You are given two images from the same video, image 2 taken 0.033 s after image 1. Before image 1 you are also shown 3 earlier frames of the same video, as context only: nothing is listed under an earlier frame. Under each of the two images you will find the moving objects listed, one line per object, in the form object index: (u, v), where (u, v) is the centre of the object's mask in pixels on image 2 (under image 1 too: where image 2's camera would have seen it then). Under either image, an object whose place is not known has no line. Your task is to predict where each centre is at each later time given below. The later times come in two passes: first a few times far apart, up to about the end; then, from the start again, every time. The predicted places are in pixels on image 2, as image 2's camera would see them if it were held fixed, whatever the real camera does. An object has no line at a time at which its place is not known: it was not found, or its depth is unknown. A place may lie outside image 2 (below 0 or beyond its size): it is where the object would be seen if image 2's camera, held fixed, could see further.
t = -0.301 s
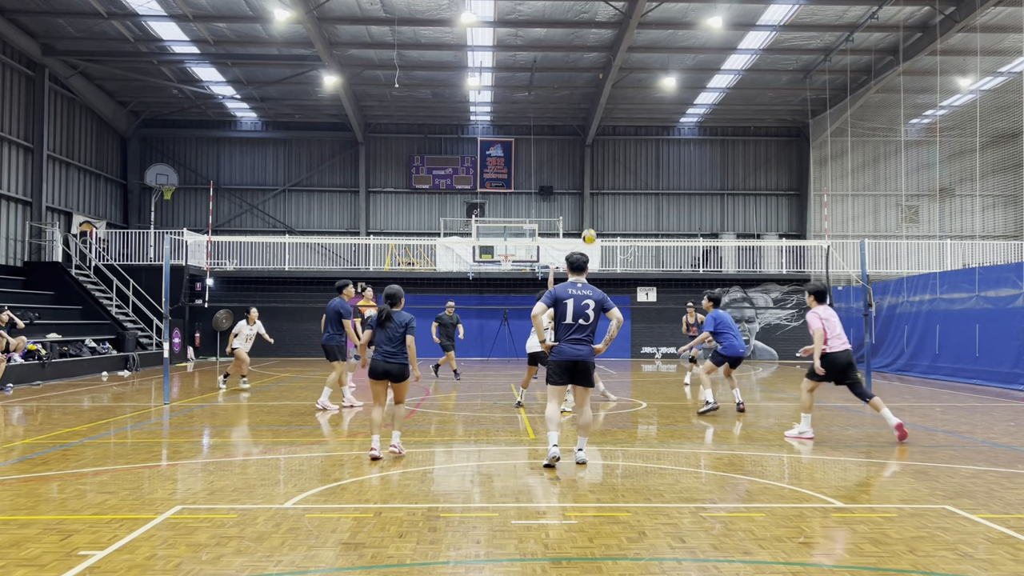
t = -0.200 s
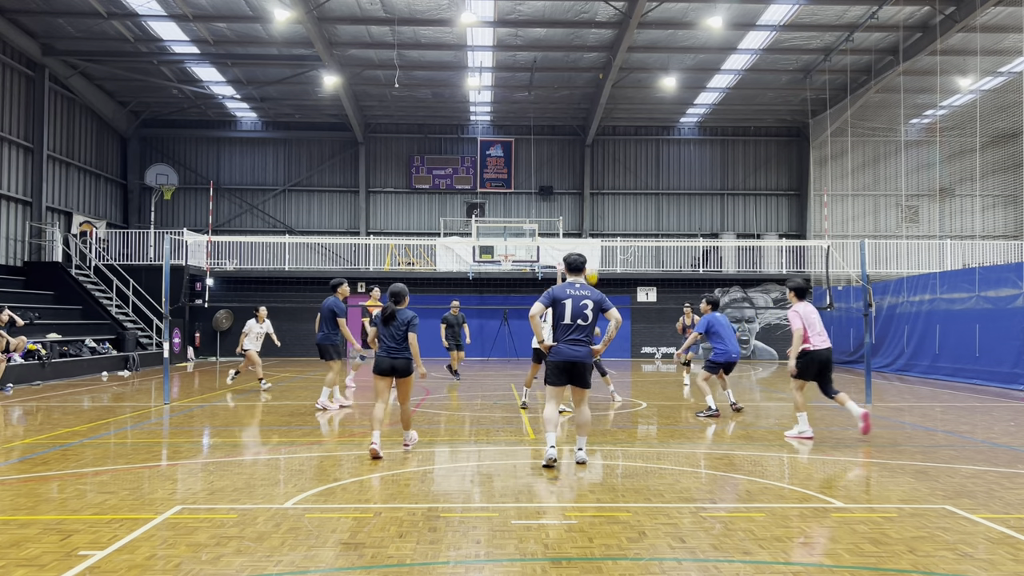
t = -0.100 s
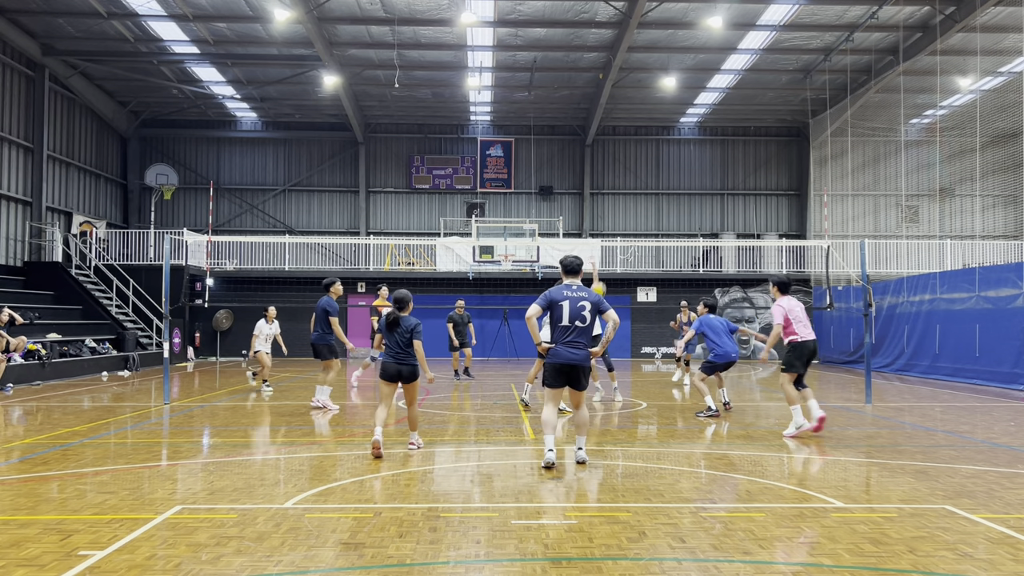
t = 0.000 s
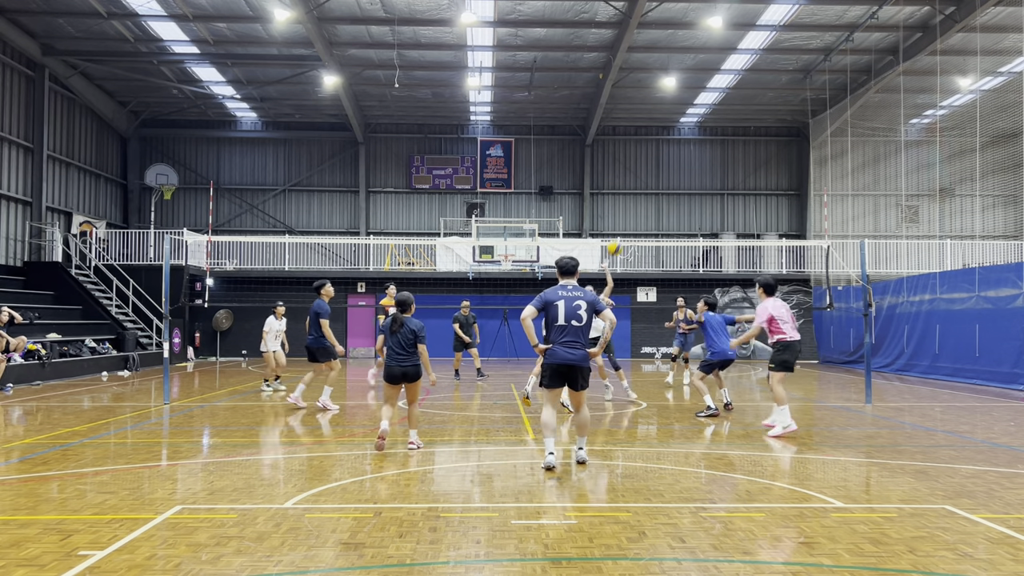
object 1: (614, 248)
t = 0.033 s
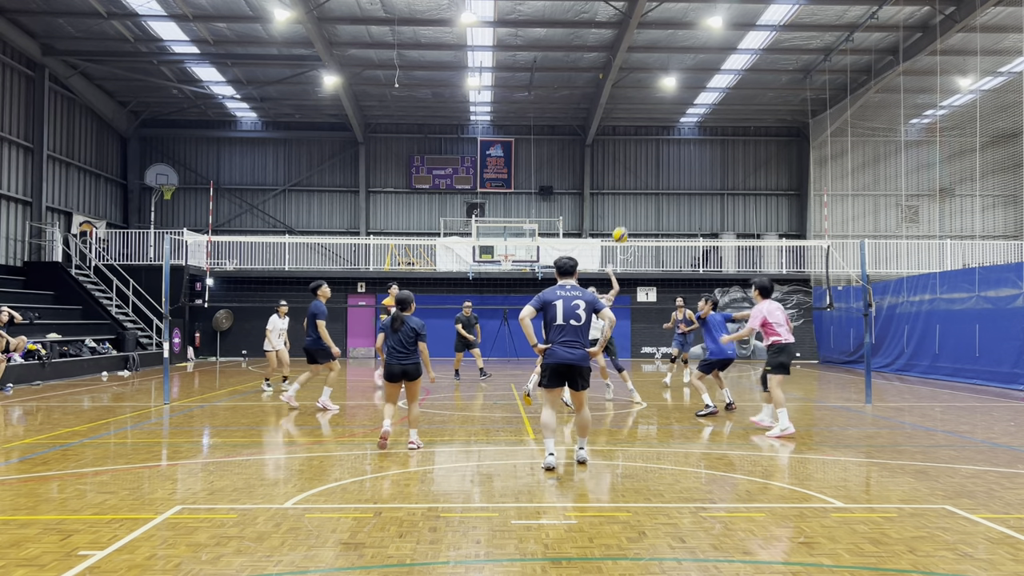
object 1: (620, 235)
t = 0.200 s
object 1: (648, 185)
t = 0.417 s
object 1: (683, 151)
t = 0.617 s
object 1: (718, 152)
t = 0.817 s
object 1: (751, 183)
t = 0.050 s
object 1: (623, 229)
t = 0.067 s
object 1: (625, 223)
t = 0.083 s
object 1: (628, 218)
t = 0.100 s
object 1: (631, 213)
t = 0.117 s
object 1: (634, 208)
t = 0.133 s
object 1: (636, 203)
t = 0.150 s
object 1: (639, 198)
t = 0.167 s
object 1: (642, 194)
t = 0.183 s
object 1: (645, 189)
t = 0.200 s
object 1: (648, 185)
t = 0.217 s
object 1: (650, 182)
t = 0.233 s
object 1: (653, 178)
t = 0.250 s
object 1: (656, 174)
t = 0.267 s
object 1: (658, 171)
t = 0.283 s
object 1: (661, 168)
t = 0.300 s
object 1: (664, 165)
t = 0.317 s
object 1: (667, 163)
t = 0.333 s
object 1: (669, 160)
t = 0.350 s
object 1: (672, 158)
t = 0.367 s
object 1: (675, 156)
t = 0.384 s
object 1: (677, 154)
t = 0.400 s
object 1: (680, 152)
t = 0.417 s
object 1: (683, 151)
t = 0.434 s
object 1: (686, 150)
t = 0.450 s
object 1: (688, 149)
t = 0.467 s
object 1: (691, 148)
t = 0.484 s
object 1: (694, 147)
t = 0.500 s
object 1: (697, 147)
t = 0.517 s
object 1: (699, 147)
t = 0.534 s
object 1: (702, 147)
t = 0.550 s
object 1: (707, 148)
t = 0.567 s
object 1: (710, 149)
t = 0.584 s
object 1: (713, 149)
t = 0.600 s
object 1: (715, 150)
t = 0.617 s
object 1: (718, 152)
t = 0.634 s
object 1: (721, 153)
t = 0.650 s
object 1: (724, 155)
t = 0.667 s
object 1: (726, 157)
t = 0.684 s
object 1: (729, 159)
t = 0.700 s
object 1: (732, 161)
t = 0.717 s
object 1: (734, 164)
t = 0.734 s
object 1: (737, 167)
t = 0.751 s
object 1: (740, 170)
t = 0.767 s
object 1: (742, 173)
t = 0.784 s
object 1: (745, 176)
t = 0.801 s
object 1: (748, 180)
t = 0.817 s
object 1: (751, 183)
